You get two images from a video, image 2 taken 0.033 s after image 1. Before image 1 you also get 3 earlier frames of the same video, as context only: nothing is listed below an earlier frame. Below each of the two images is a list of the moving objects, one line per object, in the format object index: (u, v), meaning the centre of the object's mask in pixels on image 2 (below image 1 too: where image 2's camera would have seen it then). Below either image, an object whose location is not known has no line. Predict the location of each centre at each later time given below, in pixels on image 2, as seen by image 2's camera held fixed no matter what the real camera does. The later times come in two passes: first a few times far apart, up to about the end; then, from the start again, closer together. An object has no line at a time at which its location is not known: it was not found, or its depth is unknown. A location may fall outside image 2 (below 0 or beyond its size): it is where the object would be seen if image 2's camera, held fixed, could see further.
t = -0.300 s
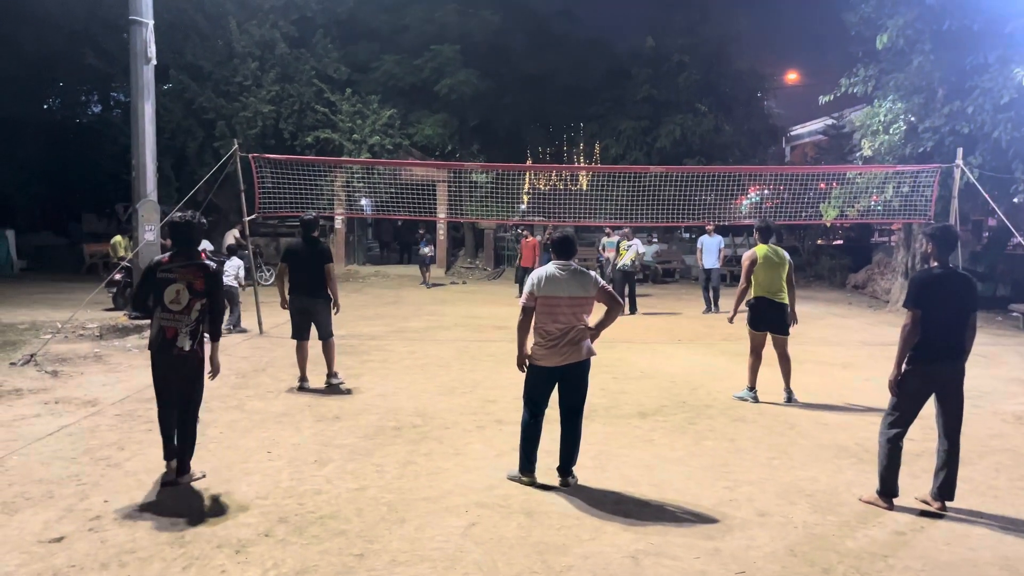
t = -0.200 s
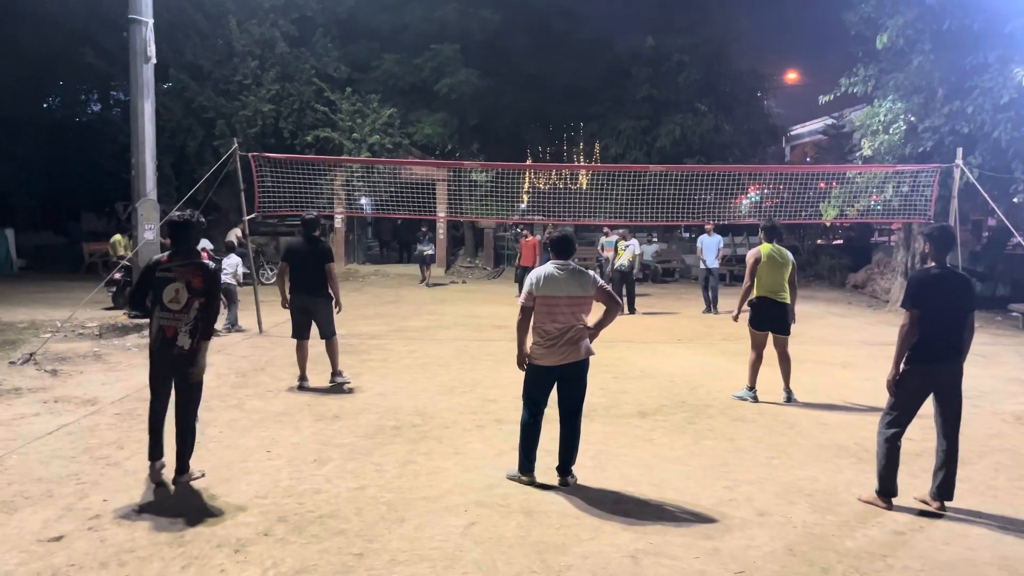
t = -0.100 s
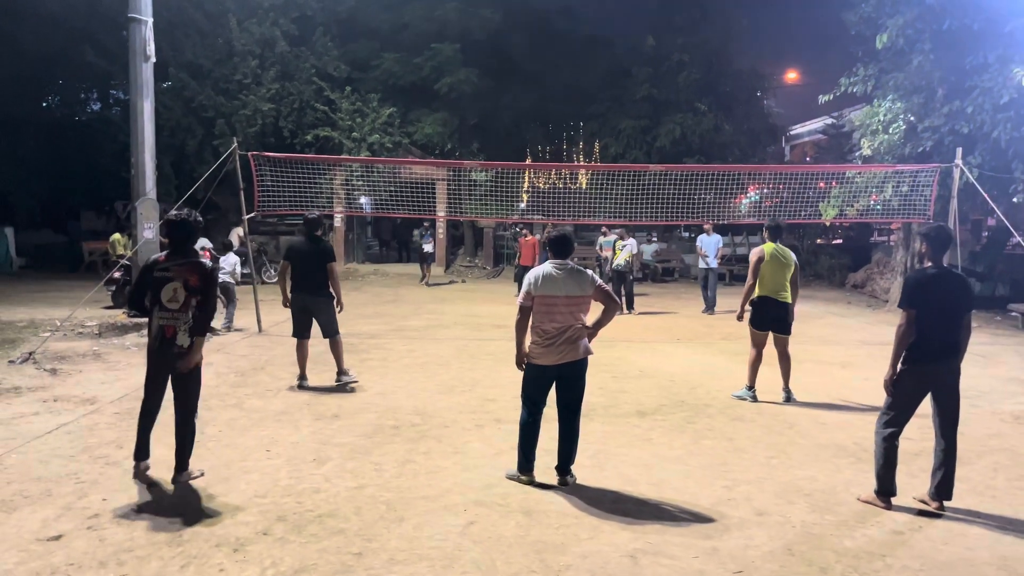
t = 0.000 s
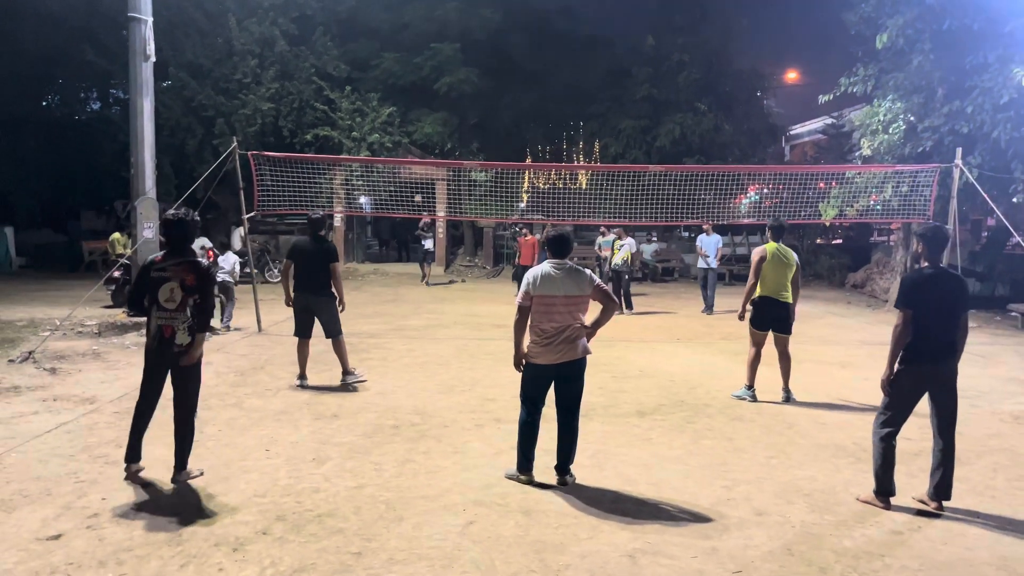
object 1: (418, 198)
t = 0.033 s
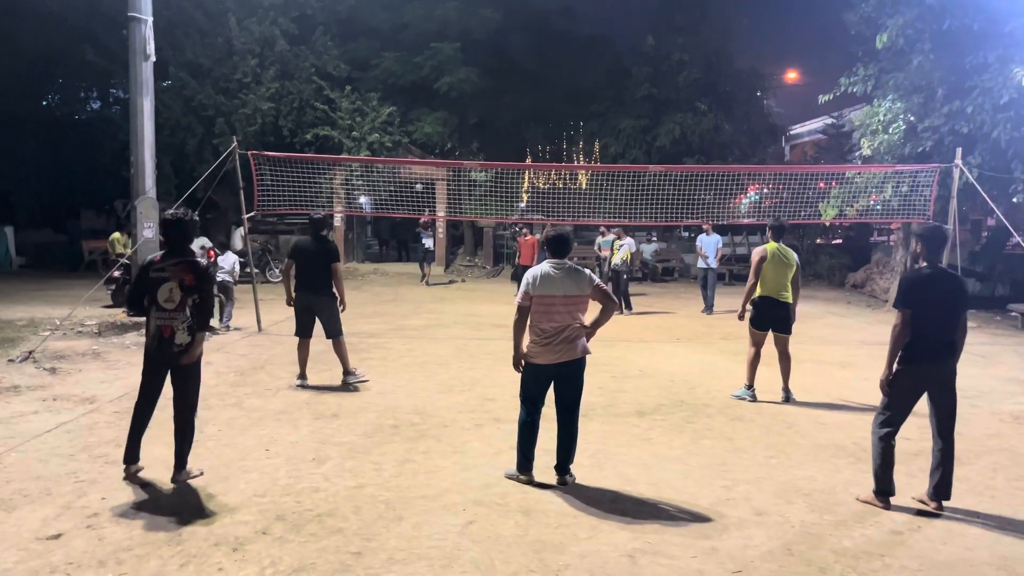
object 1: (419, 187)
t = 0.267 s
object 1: (426, 112)
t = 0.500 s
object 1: (436, 47)
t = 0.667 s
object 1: (446, 8)
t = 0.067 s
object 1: (420, 175)
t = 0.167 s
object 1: (422, 144)
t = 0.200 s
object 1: (423, 133)
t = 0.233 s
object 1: (425, 122)
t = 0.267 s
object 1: (426, 112)
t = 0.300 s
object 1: (427, 102)
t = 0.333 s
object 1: (429, 93)
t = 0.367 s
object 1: (430, 83)
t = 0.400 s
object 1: (431, 74)
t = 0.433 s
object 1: (433, 64)
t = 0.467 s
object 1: (431, 56)
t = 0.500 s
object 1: (436, 47)
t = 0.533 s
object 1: (438, 39)
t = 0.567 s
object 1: (440, 30)
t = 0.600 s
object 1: (442, 23)
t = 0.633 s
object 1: (444, 15)
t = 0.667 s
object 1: (446, 8)
